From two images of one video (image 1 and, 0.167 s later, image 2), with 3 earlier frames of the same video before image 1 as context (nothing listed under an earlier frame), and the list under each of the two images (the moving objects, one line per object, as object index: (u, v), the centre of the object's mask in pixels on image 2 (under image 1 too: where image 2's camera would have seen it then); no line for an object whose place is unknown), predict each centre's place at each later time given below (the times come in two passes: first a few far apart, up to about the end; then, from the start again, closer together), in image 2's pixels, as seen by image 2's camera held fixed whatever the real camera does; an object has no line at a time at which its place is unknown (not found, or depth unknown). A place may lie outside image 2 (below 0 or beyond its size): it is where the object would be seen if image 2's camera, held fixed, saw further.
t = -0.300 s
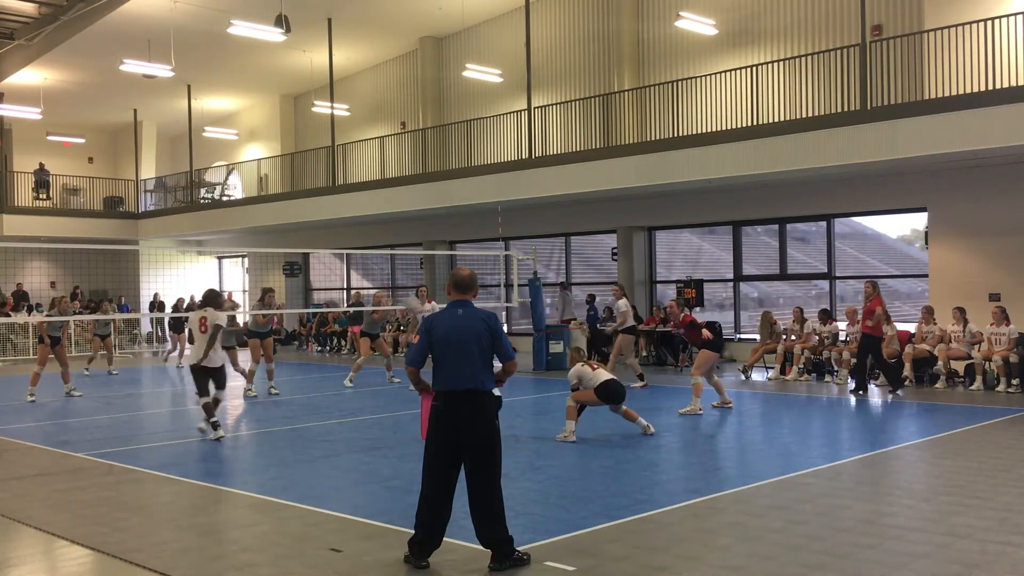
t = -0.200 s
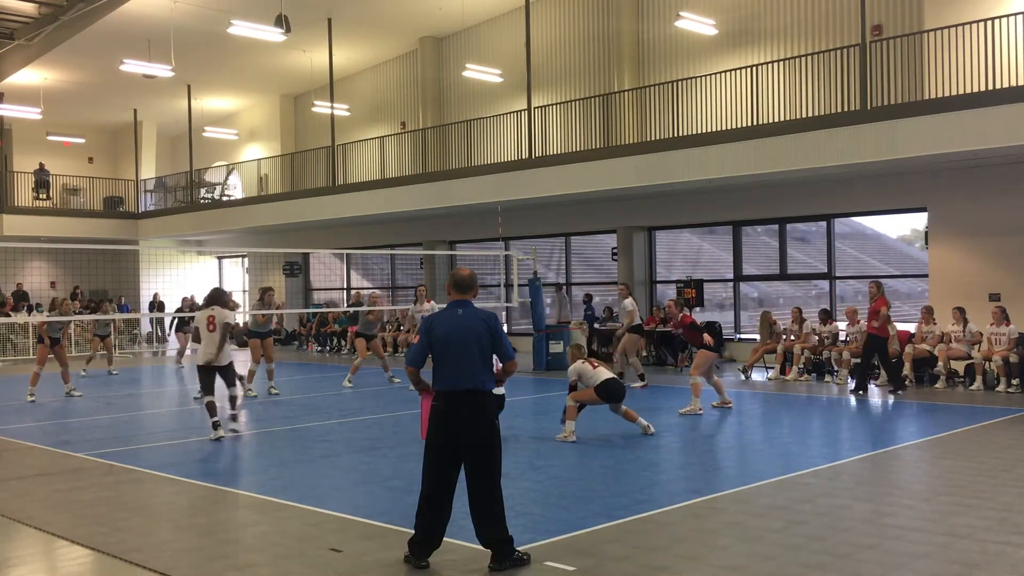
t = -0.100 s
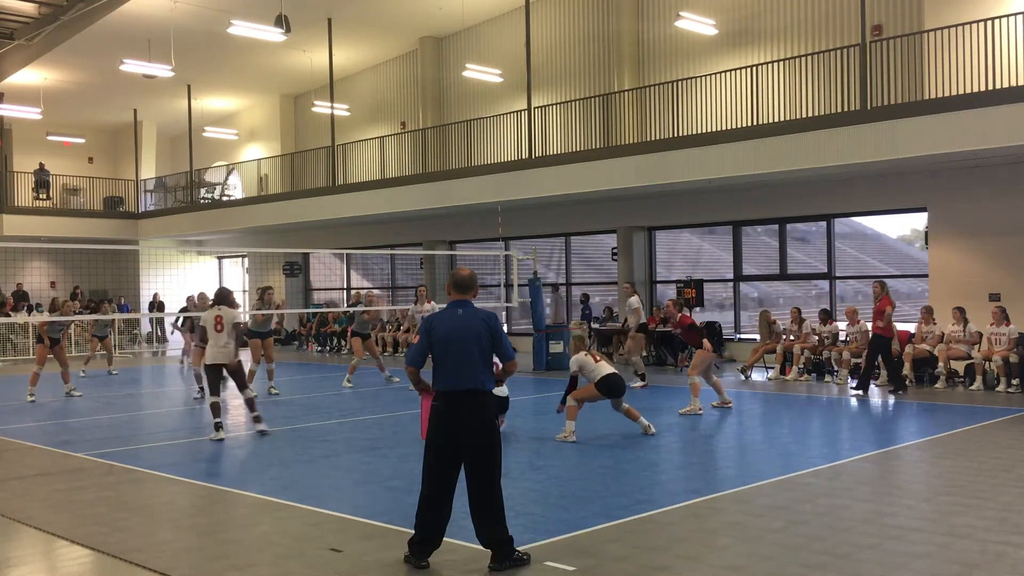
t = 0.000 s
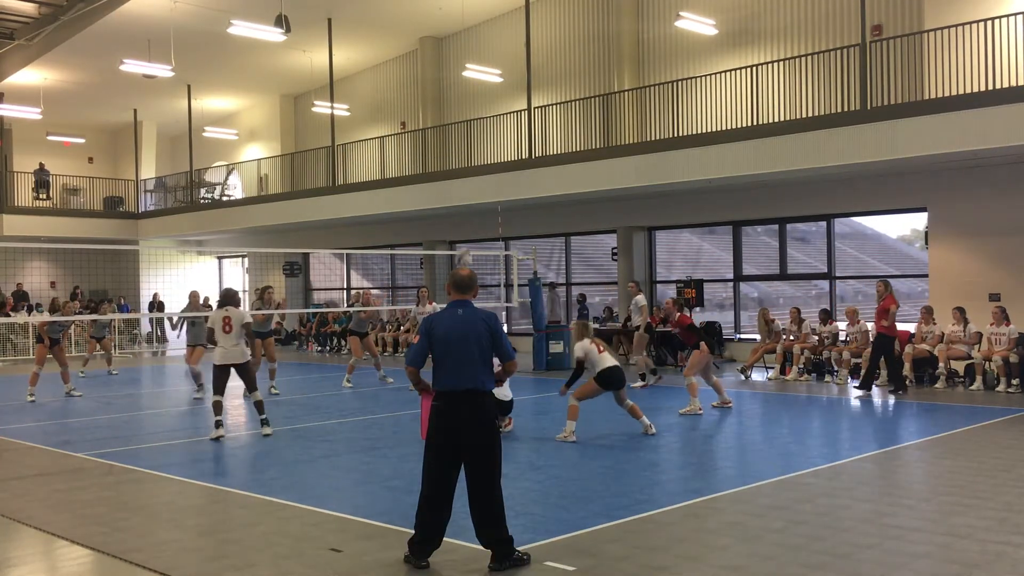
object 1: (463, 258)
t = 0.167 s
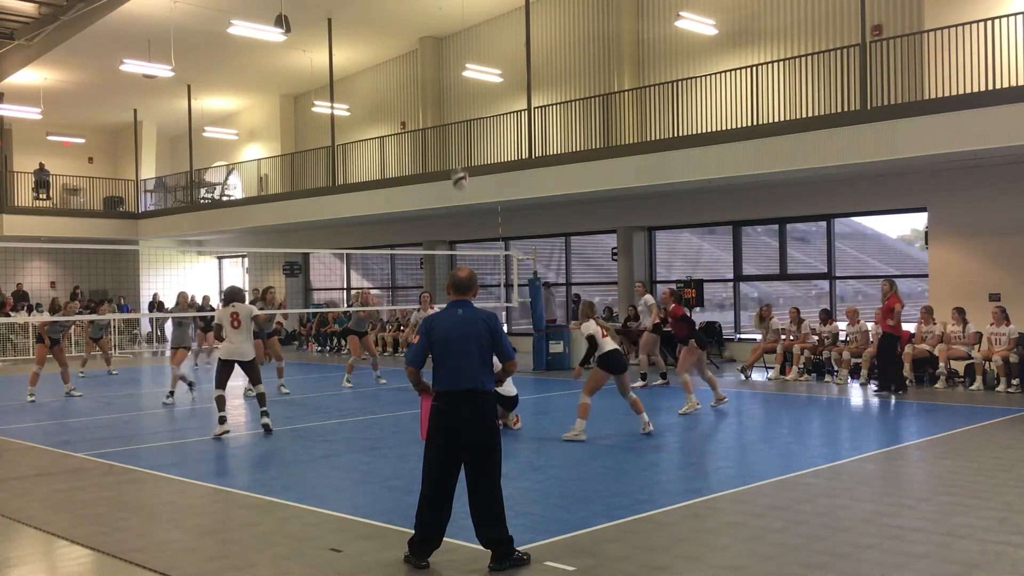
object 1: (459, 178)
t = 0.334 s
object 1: (457, 126)
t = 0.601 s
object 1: (454, 91)
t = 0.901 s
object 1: (454, 117)
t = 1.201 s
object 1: (453, 208)
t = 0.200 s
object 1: (459, 165)
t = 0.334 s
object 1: (457, 126)
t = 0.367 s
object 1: (457, 118)
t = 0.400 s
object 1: (457, 112)
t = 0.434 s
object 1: (456, 106)
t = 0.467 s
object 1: (455, 101)
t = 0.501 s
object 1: (455, 97)
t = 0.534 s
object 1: (454, 94)
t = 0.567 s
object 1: (454, 92)
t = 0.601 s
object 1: (454, 91)
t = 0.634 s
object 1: (454, 91)
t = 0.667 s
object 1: (454, 91)
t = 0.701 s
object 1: (454, 92)
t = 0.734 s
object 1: (453, 94)
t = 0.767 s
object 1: (454, 98)
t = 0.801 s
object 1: (452, 102)
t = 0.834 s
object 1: (453, 106)
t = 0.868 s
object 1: (453, 111)
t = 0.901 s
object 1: (454, 117)
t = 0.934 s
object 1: (453, 124)
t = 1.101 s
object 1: (452, 172)
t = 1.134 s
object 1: (452, 182)
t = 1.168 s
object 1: (451, 196)
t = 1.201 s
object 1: (453, 208)
